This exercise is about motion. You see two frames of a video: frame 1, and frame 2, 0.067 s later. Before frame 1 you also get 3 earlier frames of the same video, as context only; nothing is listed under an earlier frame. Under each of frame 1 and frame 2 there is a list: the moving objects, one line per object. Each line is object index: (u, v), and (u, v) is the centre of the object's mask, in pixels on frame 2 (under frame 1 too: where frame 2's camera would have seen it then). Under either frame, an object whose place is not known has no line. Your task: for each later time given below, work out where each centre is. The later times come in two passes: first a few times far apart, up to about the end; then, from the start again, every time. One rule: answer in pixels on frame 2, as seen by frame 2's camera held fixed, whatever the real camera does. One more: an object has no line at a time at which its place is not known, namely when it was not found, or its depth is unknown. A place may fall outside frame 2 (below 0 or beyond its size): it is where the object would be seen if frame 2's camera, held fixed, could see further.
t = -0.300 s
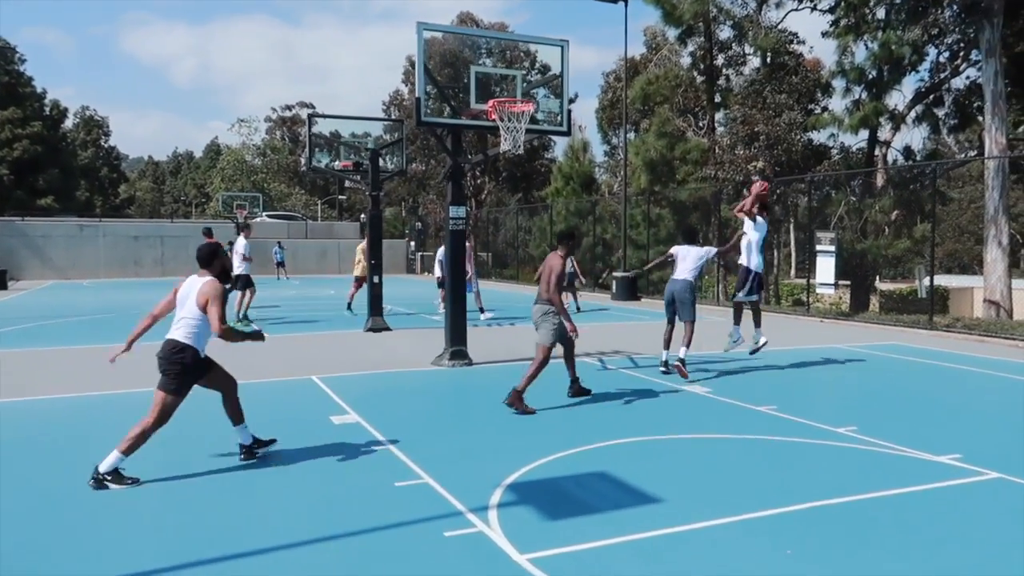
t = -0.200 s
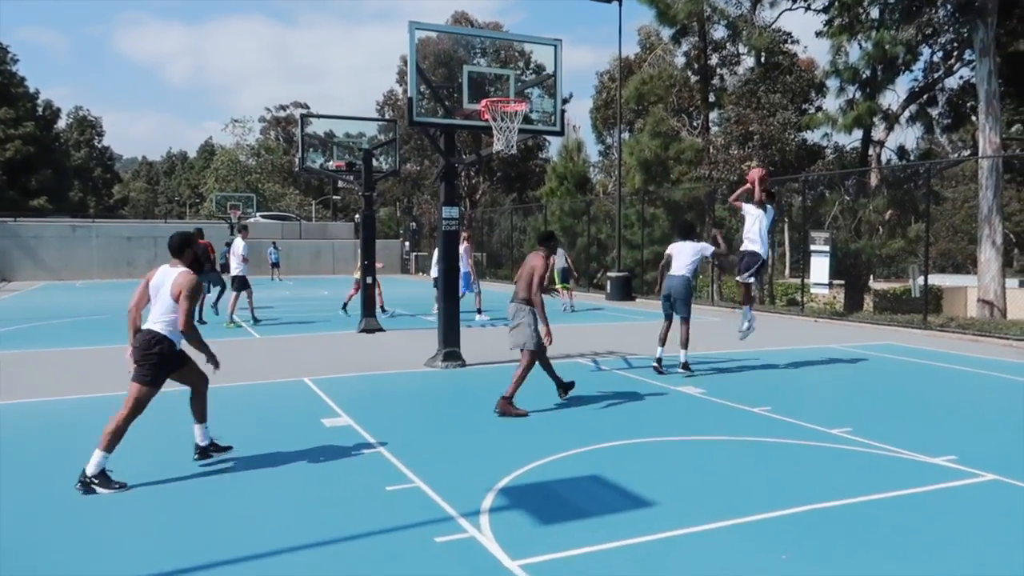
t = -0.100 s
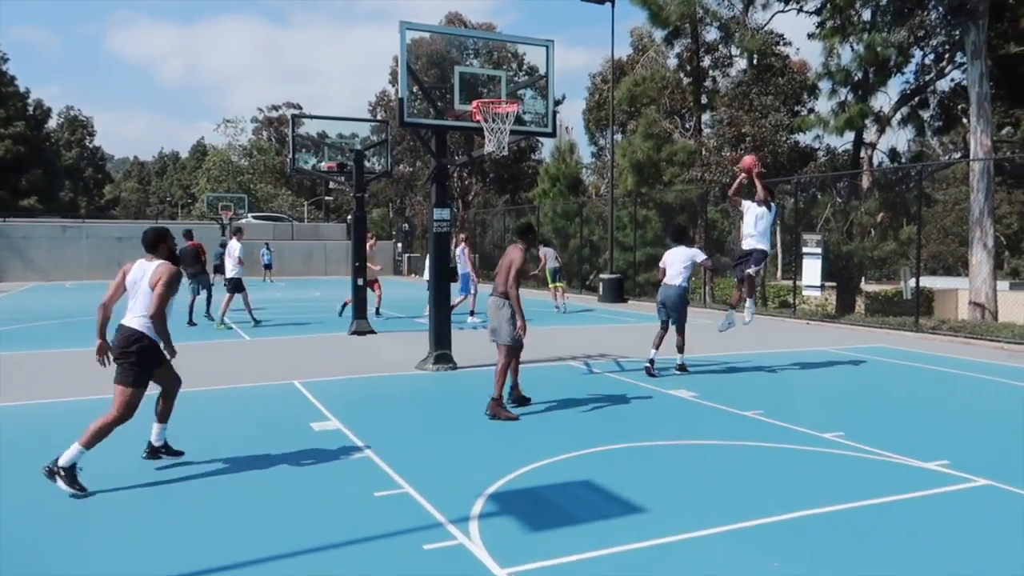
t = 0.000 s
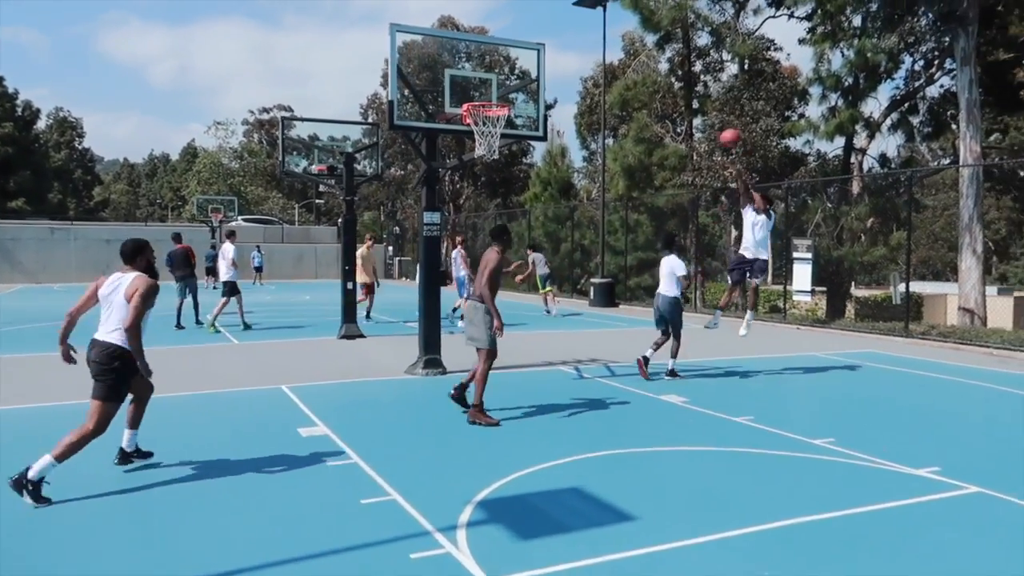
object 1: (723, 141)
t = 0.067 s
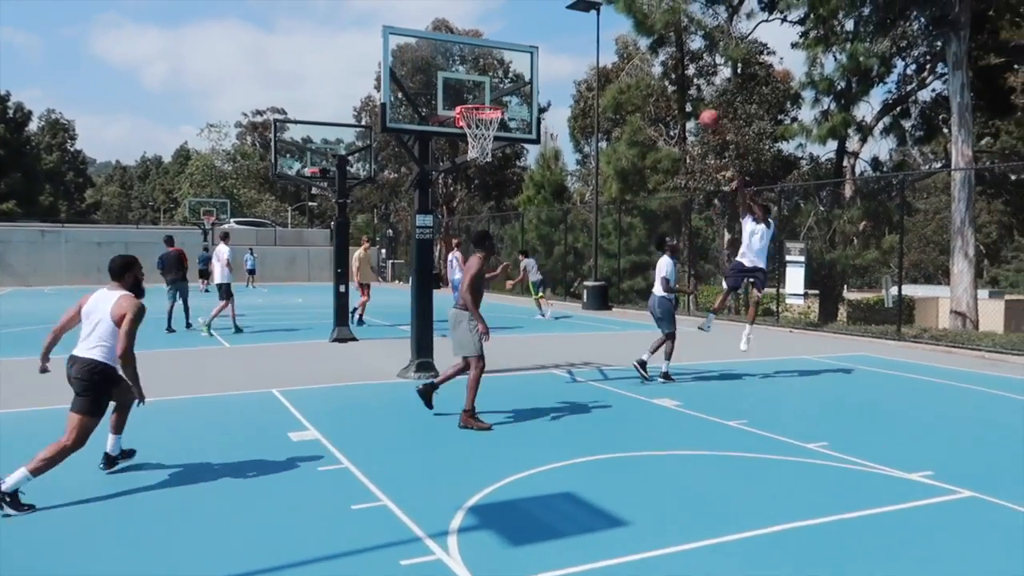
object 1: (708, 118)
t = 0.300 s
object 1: (660, 65)
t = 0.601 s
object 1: (586, 61)
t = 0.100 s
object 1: (702, 108)
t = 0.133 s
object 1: (695, 98)
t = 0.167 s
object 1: (690, 91)
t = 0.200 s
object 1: (681, 82)
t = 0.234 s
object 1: (673, 76)
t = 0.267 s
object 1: (666, 71)
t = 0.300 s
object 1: (660, 65)
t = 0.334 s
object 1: (652, 60)
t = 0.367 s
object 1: (644, 57)
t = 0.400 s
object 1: (636, 54)
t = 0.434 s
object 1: (628, 53)
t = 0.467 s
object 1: (620, 52)
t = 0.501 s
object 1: (612, 53)
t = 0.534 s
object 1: (604, 54)
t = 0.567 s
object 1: (595, 57)
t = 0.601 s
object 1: (586, 61)
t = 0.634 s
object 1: (578, 65)
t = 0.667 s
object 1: (568, 71)
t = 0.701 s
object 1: (559, 78)
